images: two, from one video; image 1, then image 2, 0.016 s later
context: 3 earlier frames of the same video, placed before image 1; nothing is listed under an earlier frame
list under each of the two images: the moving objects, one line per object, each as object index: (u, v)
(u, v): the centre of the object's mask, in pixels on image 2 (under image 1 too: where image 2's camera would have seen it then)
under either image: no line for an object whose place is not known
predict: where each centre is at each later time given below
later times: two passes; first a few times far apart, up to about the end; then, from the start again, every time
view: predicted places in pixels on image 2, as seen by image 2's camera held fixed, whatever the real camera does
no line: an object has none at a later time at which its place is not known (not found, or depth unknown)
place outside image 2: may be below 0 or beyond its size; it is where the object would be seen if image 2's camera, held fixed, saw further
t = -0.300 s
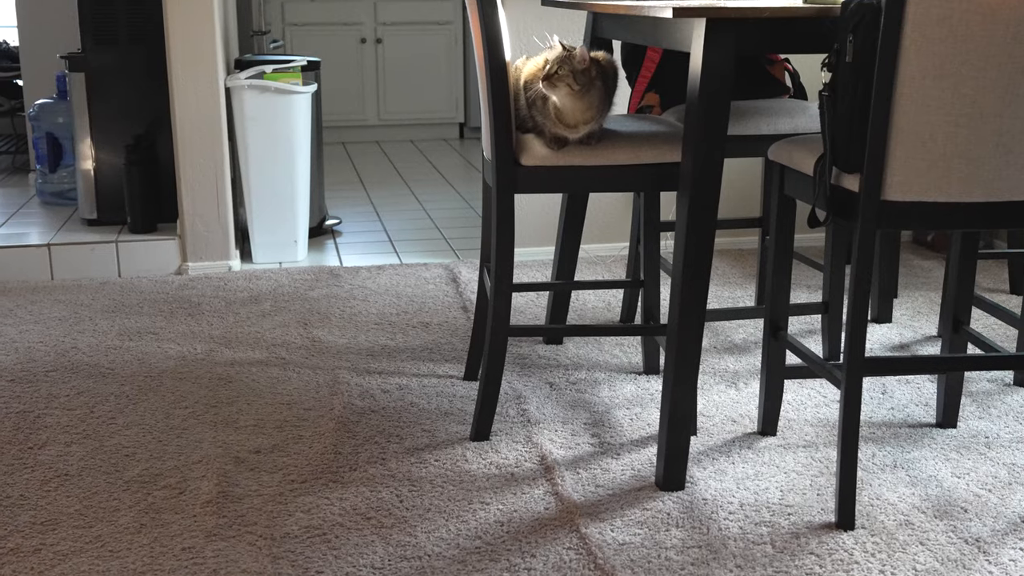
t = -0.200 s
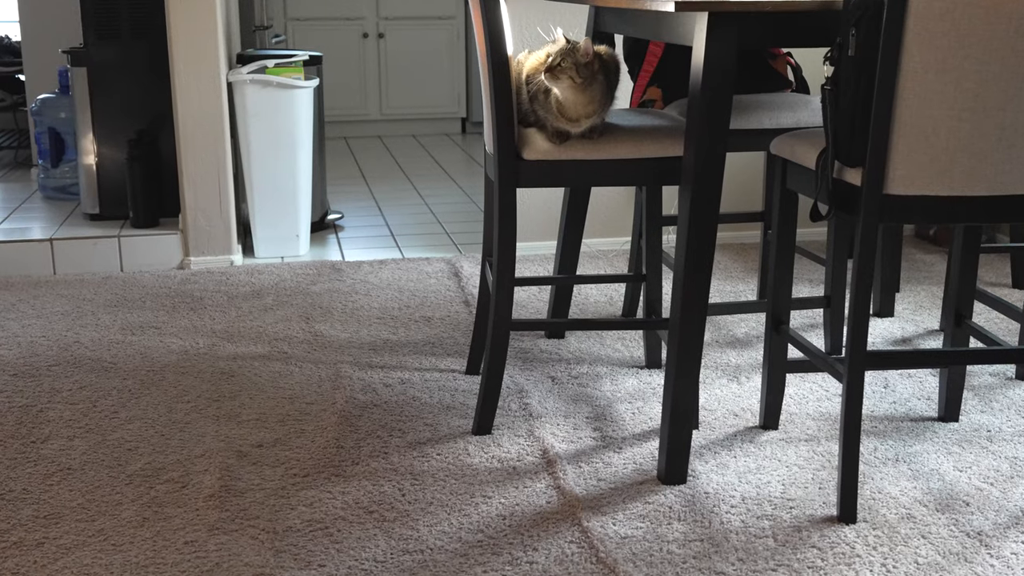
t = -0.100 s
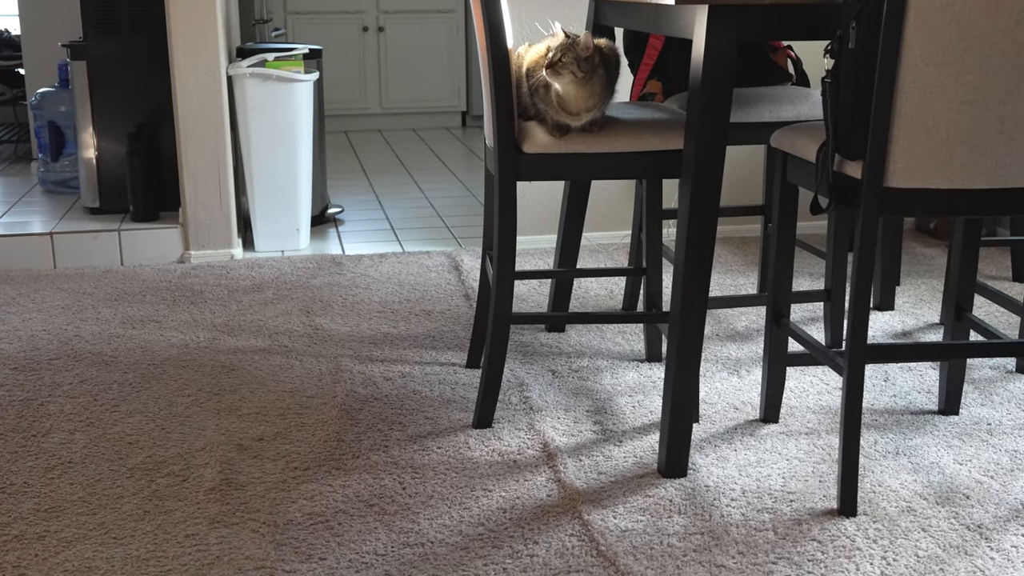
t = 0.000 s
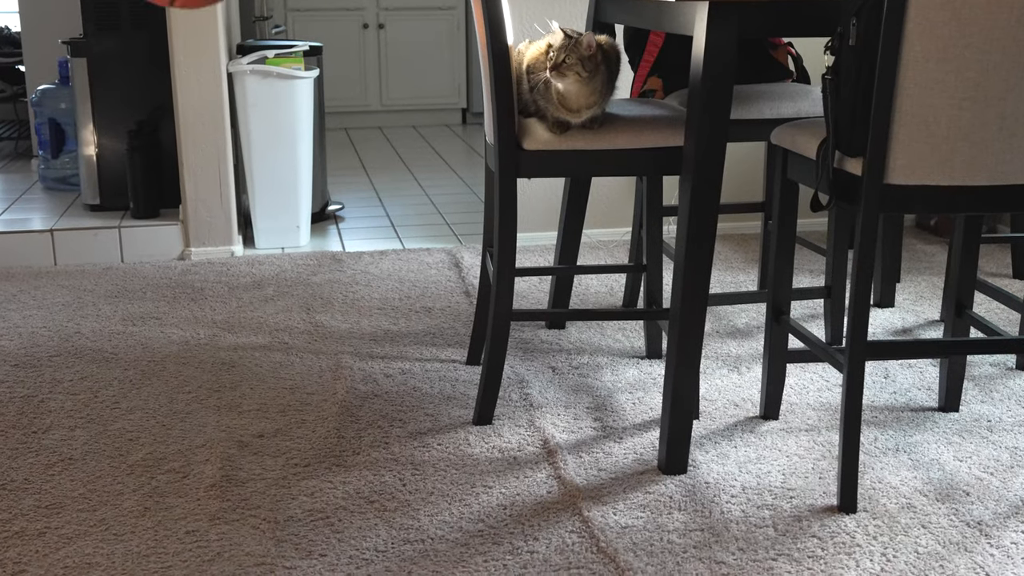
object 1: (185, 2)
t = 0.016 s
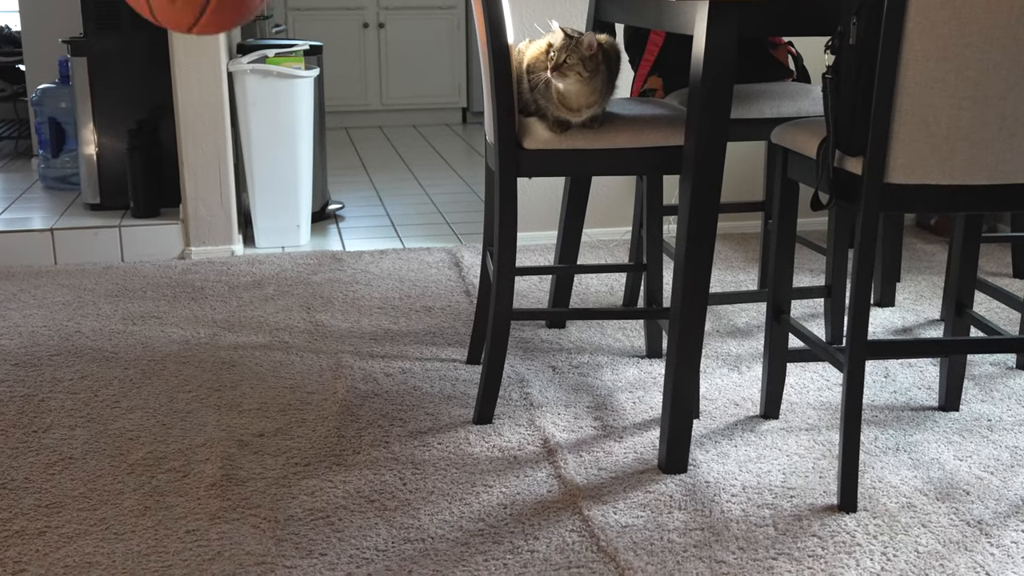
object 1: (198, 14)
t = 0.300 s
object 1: (428, 519)
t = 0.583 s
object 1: (533, 312)
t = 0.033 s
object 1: (211, 27)
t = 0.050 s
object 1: (225, 41)
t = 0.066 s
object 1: (239, 58)
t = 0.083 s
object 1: (254, 79)
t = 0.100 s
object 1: (269, 111)
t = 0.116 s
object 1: (285, 151)
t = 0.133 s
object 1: (301, 191)
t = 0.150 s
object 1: (317, 233)
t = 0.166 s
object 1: (331, 277)
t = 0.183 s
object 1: (346, 322)
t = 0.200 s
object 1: (361, 368)
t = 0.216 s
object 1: (375, 418)
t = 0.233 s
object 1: (389, 466)
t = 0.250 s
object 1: (403, 514)
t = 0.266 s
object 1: (417, 544)
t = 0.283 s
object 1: (422, 536)
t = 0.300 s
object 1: (428, 519)
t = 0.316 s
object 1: (433, 495)
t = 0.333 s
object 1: (439, 471)
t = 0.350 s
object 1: (445, 449)
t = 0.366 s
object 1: (450, 428)
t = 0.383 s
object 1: (456, 409)
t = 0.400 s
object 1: (462, 390)
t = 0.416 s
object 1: (468, 374)
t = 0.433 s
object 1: (474, 360)
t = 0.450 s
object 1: (481, 347)
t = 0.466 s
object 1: (487, 336)
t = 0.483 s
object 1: (493, 327)
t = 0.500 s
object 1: (500, 320)
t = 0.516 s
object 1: (506, 314)
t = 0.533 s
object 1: (513, 311)
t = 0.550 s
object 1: (519, 309)
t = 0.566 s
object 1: (526, 309)
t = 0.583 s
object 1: (533, 312)
